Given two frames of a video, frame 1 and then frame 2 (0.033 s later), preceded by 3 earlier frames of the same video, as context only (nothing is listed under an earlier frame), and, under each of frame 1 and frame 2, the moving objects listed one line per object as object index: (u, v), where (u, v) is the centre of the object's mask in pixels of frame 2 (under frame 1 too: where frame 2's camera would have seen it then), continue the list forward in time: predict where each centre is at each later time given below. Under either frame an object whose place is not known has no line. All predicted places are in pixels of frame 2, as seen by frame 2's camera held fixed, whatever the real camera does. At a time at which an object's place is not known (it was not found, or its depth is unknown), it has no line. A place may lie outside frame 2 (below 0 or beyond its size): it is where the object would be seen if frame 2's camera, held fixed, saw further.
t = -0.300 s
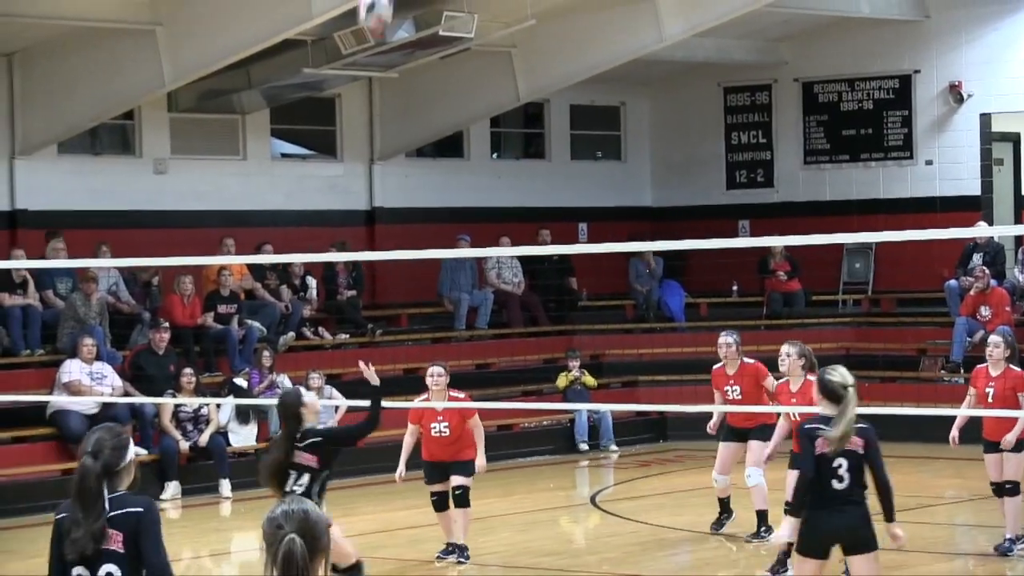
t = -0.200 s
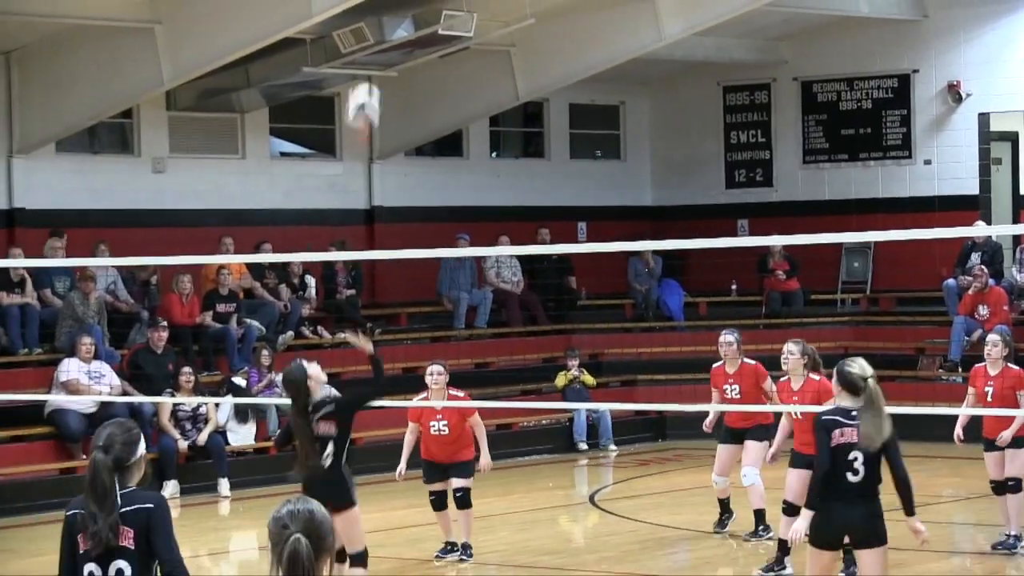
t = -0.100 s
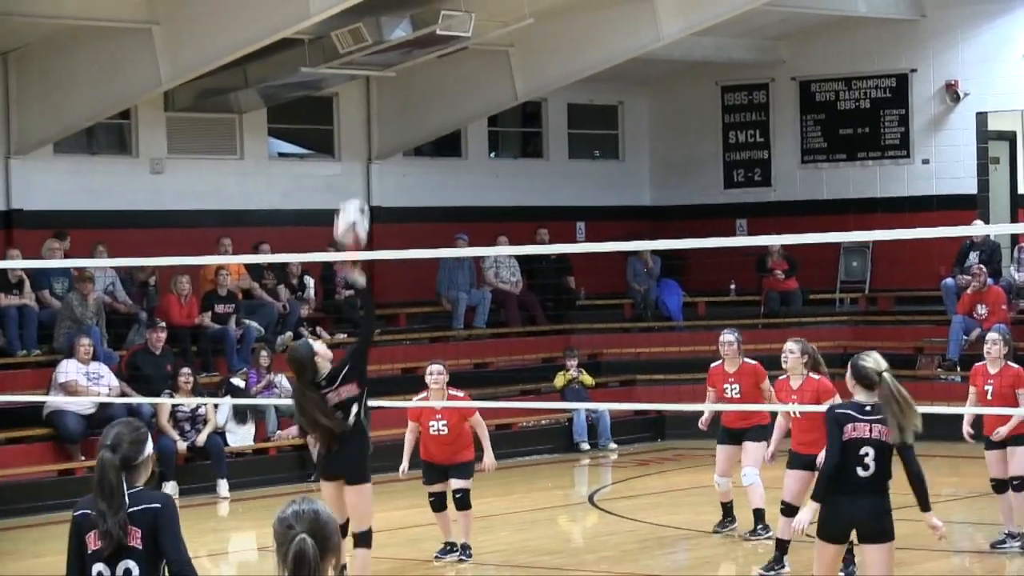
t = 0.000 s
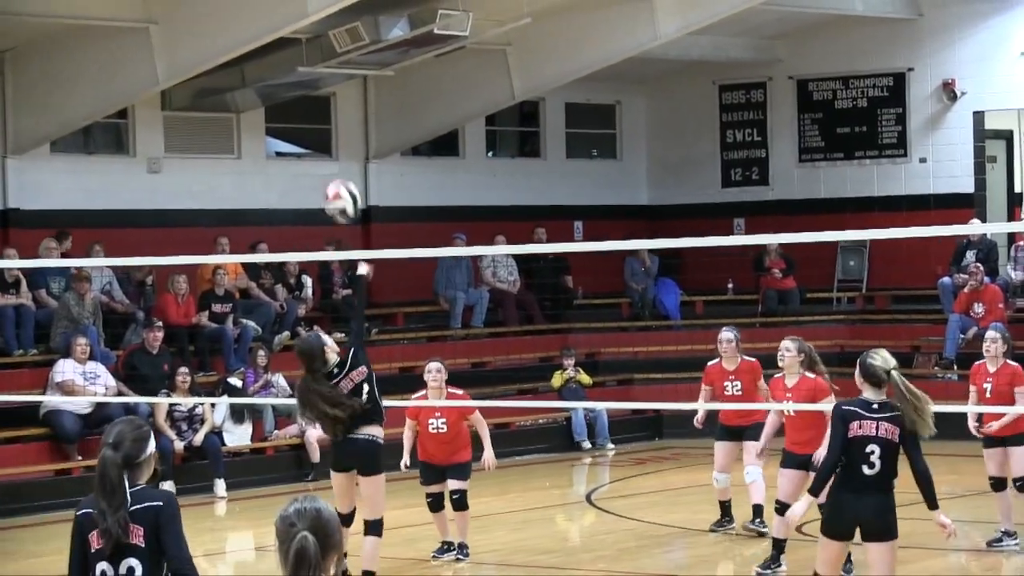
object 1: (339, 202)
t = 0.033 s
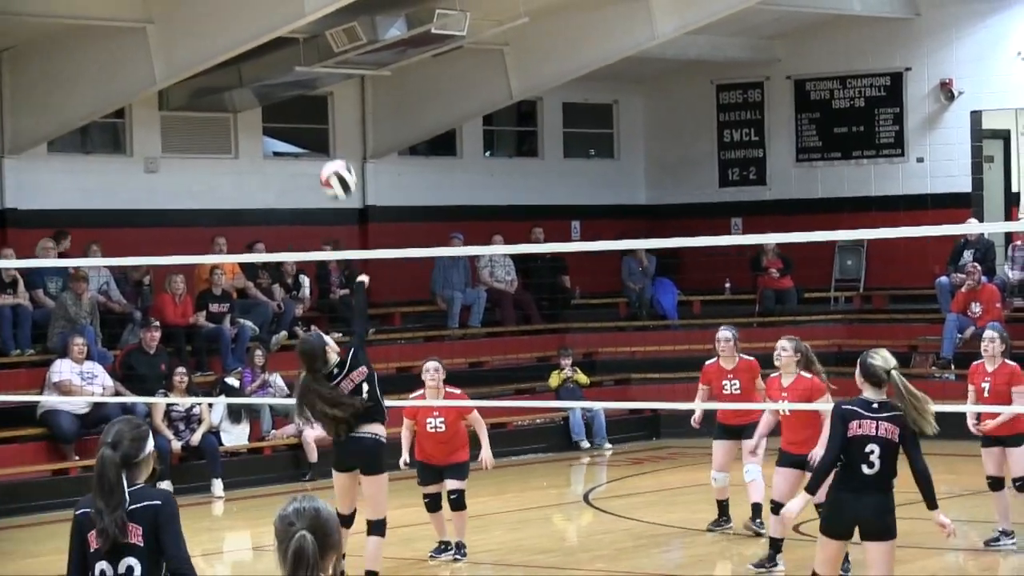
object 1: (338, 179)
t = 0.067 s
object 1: (337, 159)
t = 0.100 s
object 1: (336, 143)
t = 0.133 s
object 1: (334, 128)
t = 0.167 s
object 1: (334, 115)
